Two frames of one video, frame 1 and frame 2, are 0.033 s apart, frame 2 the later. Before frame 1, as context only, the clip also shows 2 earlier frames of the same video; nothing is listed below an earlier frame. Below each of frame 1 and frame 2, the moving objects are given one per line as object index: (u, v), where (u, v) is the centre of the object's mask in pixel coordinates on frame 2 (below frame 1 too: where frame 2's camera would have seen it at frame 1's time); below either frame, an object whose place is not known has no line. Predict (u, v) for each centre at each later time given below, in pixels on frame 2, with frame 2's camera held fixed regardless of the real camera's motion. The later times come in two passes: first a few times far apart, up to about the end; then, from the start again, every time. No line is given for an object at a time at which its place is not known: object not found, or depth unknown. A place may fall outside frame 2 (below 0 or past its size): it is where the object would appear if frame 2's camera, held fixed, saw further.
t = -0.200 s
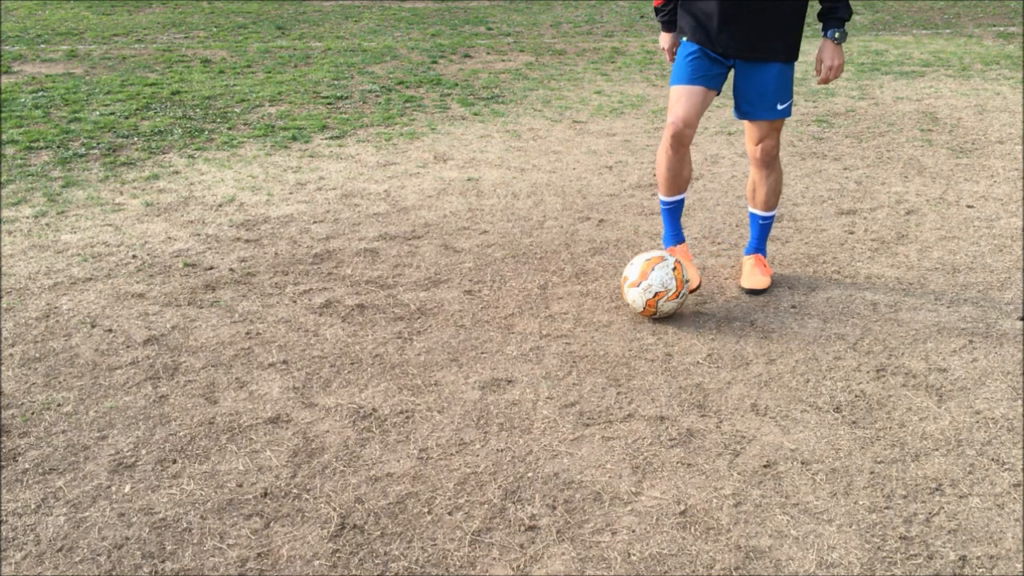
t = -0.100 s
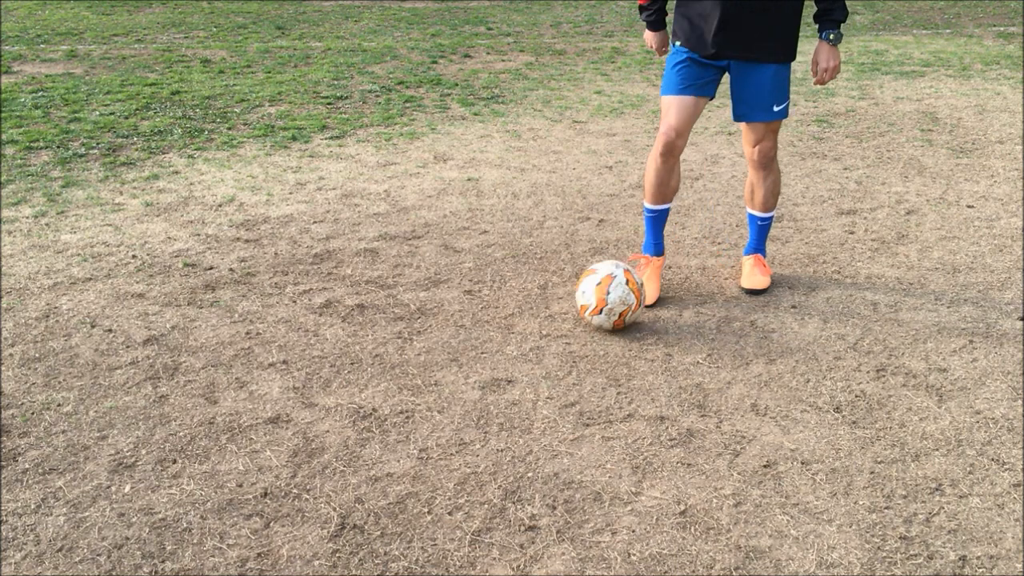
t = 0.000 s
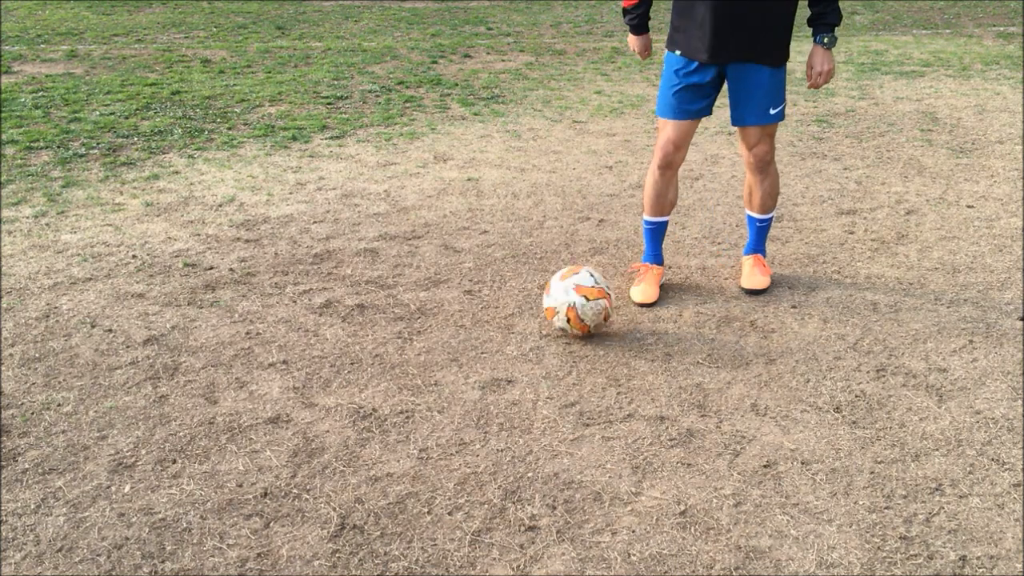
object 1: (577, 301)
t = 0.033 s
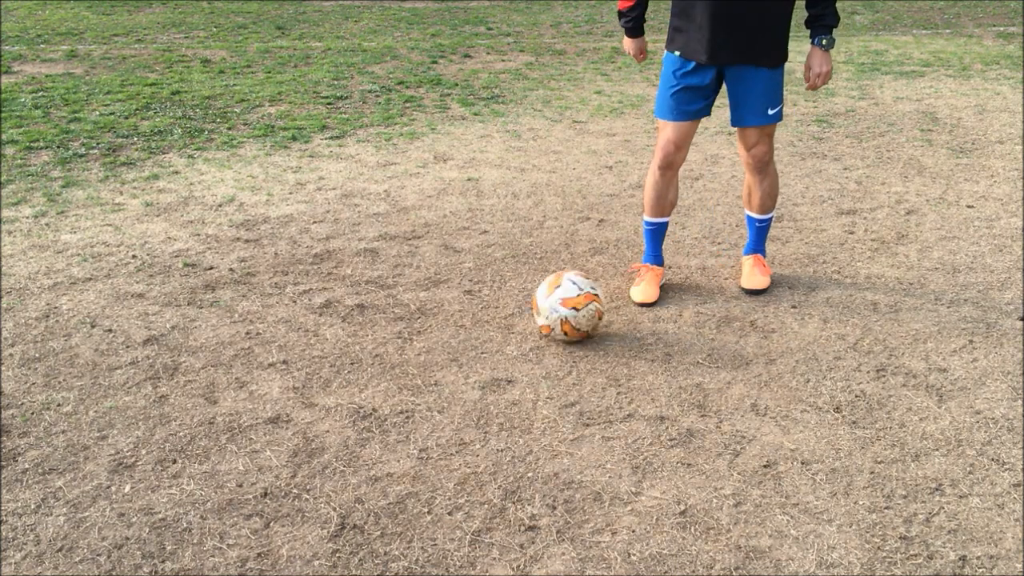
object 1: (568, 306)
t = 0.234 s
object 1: (506, 318)
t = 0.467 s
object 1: (430, 337)
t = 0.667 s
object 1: (367, 351)
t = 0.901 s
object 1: (294, 365)
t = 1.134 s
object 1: (220, 380)
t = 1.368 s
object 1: (152, 394)
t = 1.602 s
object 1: (89, 408)
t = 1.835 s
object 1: (38, 420)
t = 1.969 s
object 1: (21, 427)
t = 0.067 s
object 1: (558, 308)
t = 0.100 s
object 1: (548, 310)
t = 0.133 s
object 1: (538, 312)
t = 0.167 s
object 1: (527, 314)
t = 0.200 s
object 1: (517, 317)
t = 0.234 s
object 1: (506, 318)
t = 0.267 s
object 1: (495, 322)
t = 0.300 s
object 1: (484, 325)
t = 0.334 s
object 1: (473, 328)
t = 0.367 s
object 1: (462, 330)
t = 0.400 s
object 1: (451, 332)
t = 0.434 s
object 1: (440, 335)
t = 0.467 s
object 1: (430, 337)
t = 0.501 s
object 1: (419, 340)
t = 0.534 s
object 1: (409, 342)
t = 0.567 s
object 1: (398, 343)
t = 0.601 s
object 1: (386, 345)
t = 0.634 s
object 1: (376, 349)
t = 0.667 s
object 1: (367, 351)
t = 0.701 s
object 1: (357, 353)
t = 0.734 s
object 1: (347, 357)
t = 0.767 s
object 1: (336, 359)
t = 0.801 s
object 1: (325, 361)
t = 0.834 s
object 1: (315, 363)
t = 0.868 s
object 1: (304, 364)
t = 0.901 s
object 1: (294, 365)
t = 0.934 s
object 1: (283, 367)
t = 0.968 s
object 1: (272, 370)
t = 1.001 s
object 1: (261, 373)
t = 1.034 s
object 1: (252, 374)
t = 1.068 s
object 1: (240, 376)
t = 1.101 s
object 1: (230, 378)
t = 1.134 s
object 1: (220, 380)
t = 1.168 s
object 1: (210, 382)
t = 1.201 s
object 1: (200, 383)
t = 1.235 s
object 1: (190, 386)
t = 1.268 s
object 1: (180, 388)
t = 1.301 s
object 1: (171, 390)
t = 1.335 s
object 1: (161, 392)
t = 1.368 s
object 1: (152, 394)
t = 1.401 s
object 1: (142, 396)
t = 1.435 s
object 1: (133, 398)
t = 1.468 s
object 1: (123, 400)
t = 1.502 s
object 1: (115, 402)
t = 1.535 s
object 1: (106, 404)
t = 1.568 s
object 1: (98, 406)
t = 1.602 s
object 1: (89, 408)
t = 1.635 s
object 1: (81, 409)
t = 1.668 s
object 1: (72, 411)
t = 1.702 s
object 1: (63, 413)
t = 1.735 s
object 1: (55, 415)
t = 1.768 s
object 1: (47, 417)
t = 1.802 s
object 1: (42, 419)
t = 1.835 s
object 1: (38, 420)
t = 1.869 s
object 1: (33, 421)
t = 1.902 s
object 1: (29, 423)
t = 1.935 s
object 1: (26, 426)
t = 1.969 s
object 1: (21, 427)
